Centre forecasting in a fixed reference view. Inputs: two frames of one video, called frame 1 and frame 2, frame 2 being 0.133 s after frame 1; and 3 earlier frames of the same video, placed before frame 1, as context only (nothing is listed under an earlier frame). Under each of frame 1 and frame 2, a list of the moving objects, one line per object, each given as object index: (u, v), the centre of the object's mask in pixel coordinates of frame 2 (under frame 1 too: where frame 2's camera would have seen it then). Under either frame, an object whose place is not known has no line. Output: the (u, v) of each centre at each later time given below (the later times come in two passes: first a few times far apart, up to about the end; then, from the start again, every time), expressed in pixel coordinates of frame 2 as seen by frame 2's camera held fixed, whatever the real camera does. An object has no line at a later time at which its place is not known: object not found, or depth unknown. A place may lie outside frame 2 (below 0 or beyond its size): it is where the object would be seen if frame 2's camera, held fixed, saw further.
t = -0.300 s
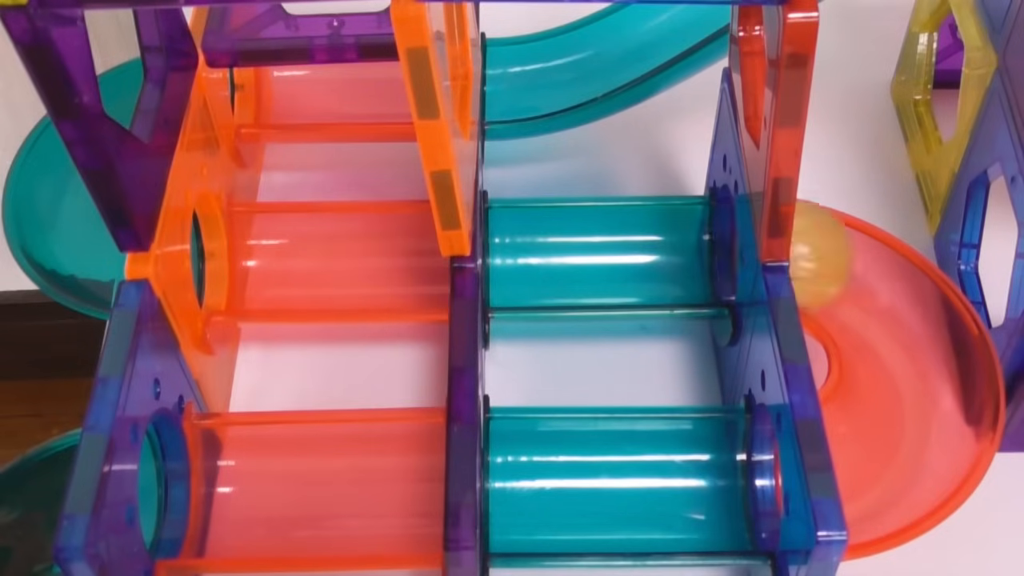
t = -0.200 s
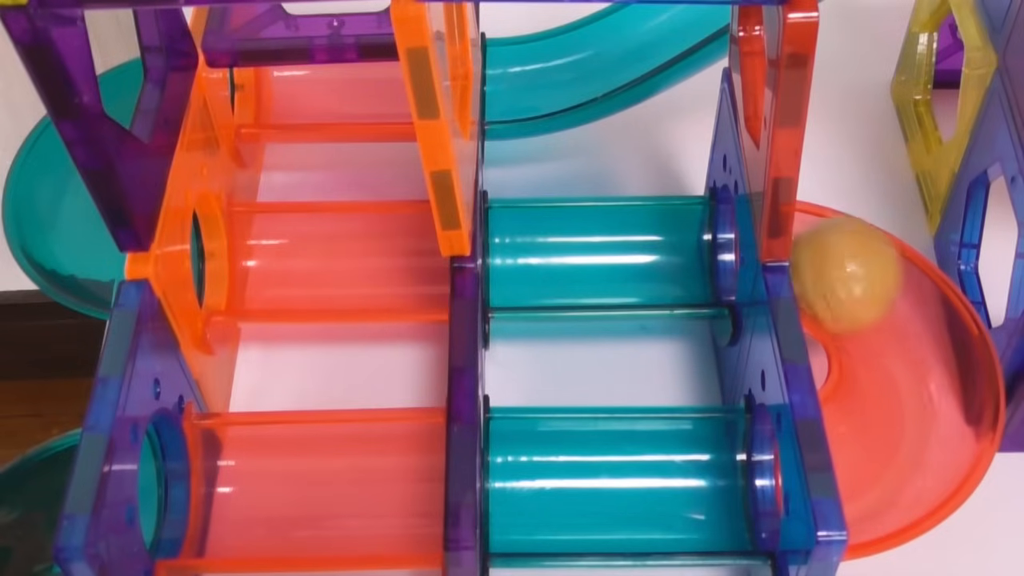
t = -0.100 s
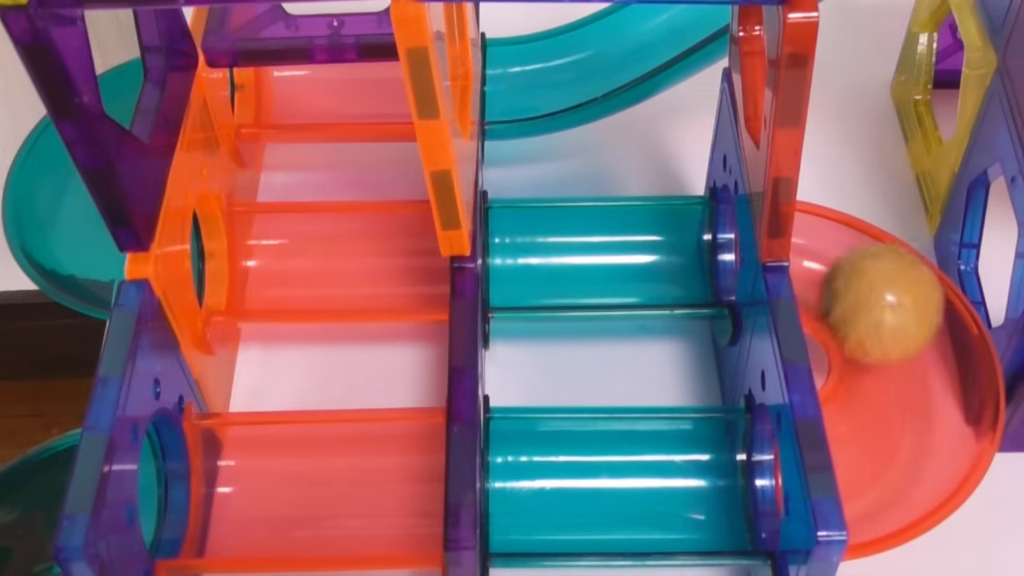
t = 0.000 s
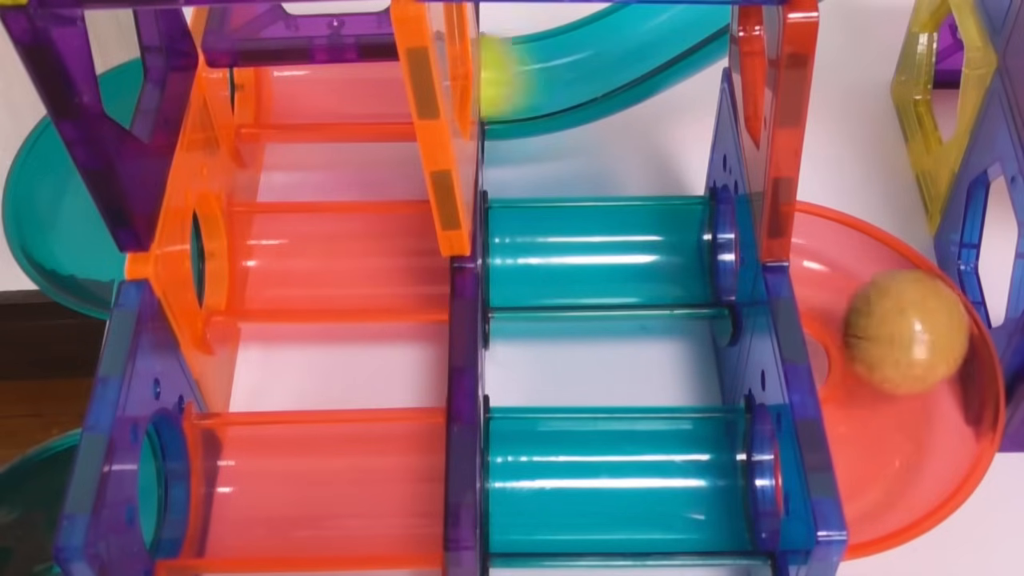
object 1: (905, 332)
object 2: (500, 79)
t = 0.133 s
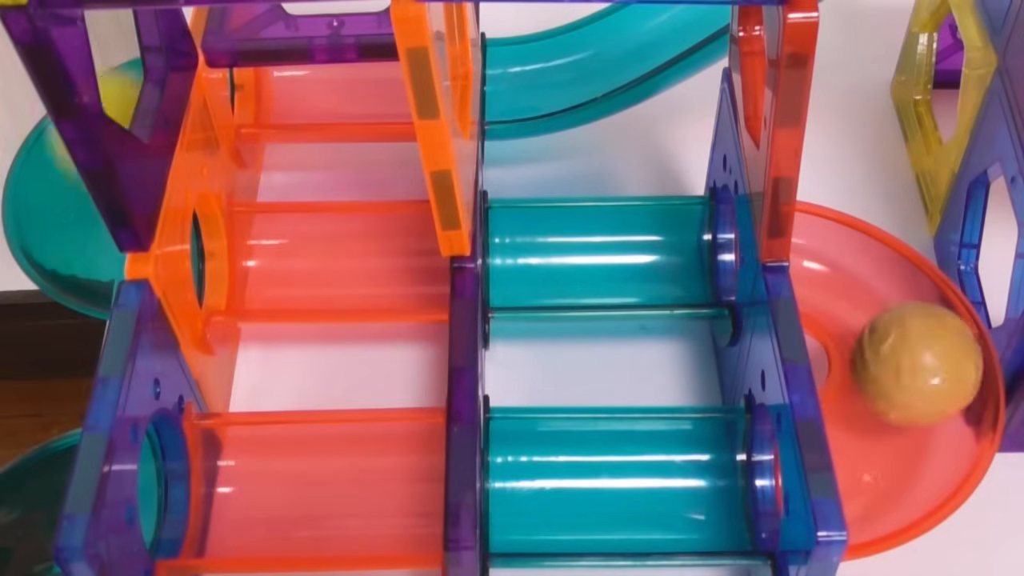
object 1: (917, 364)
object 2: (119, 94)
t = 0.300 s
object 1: (915, 400)
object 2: (228, 258)
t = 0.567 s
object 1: (897, 437)
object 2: (381, 256)
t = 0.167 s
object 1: (916, 372)
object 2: (50, 182)
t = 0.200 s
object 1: (920, 379)
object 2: (64, 226)
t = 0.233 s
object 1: (919, 386)
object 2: (89, 257)
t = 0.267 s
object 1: (915, 393)
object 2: (210, 261)
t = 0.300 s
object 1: (915, 400)
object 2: (228, 258)
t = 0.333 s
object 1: (916, 405)
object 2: (247, 256)
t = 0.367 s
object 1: (911, 408)
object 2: (271, 259)
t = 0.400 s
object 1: (908, 413)
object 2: (297, 257)
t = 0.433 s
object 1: (909, 420)
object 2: (315, 256)
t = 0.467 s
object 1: (905, 423)
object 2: (330, 258)
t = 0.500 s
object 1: (900, 426)
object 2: (350, 257)
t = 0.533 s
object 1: (900, 432)
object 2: (366, 256)
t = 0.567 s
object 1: (897, 437)
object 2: (381, 256)
